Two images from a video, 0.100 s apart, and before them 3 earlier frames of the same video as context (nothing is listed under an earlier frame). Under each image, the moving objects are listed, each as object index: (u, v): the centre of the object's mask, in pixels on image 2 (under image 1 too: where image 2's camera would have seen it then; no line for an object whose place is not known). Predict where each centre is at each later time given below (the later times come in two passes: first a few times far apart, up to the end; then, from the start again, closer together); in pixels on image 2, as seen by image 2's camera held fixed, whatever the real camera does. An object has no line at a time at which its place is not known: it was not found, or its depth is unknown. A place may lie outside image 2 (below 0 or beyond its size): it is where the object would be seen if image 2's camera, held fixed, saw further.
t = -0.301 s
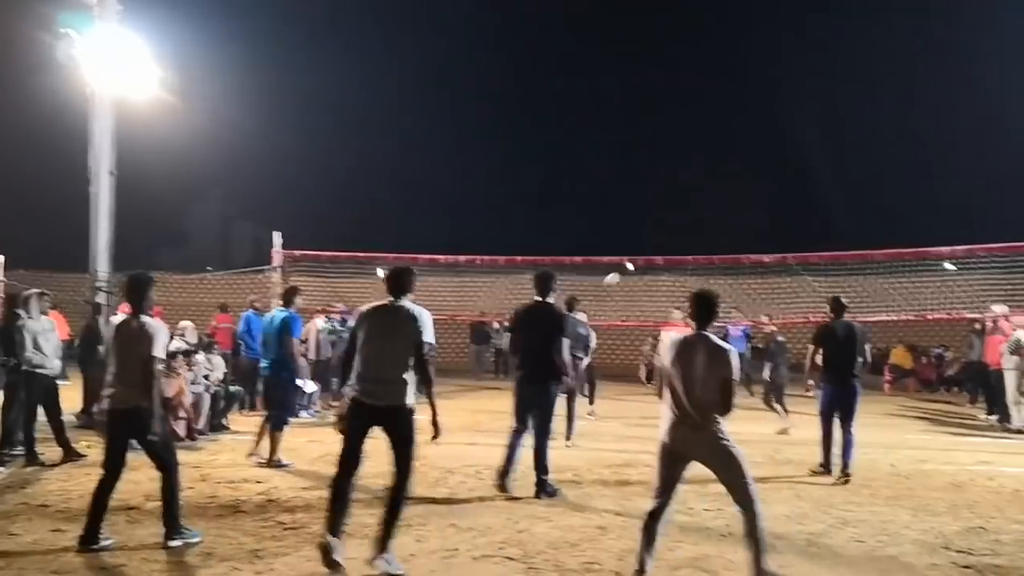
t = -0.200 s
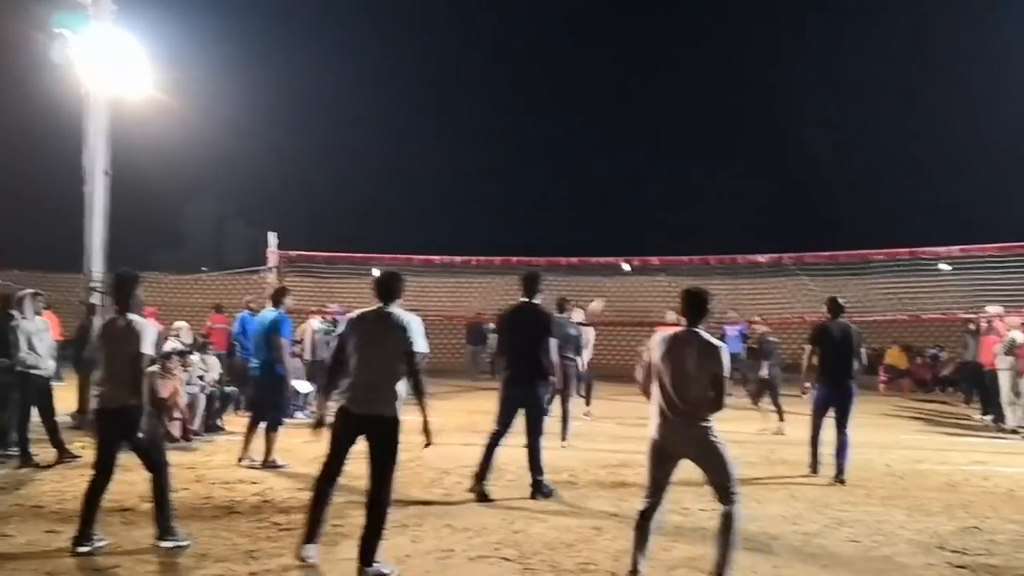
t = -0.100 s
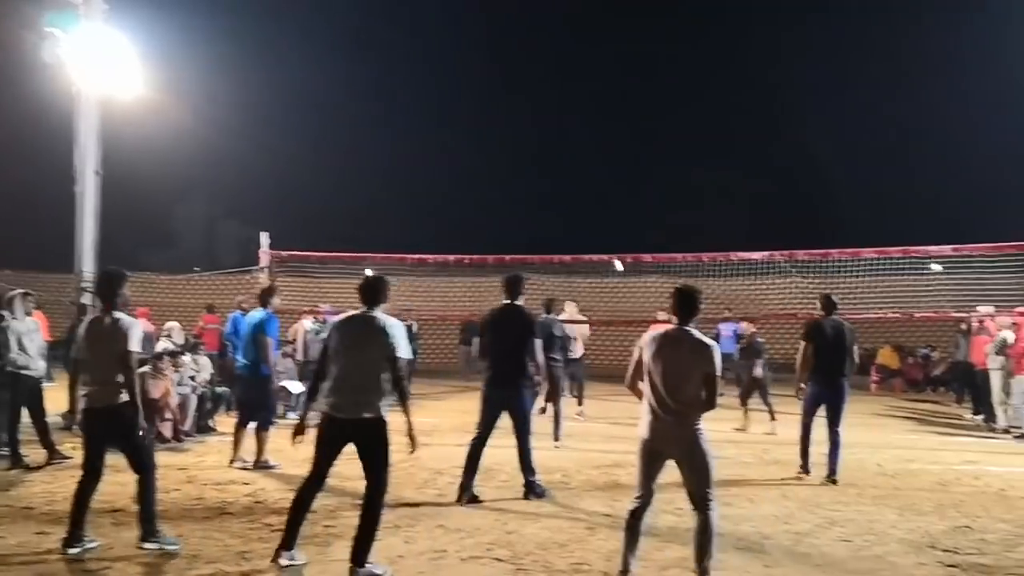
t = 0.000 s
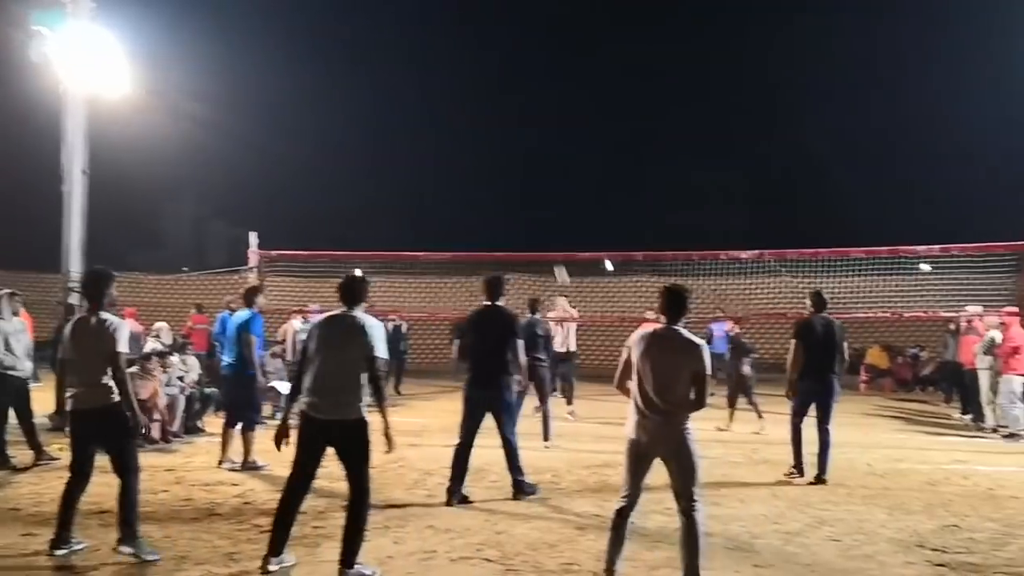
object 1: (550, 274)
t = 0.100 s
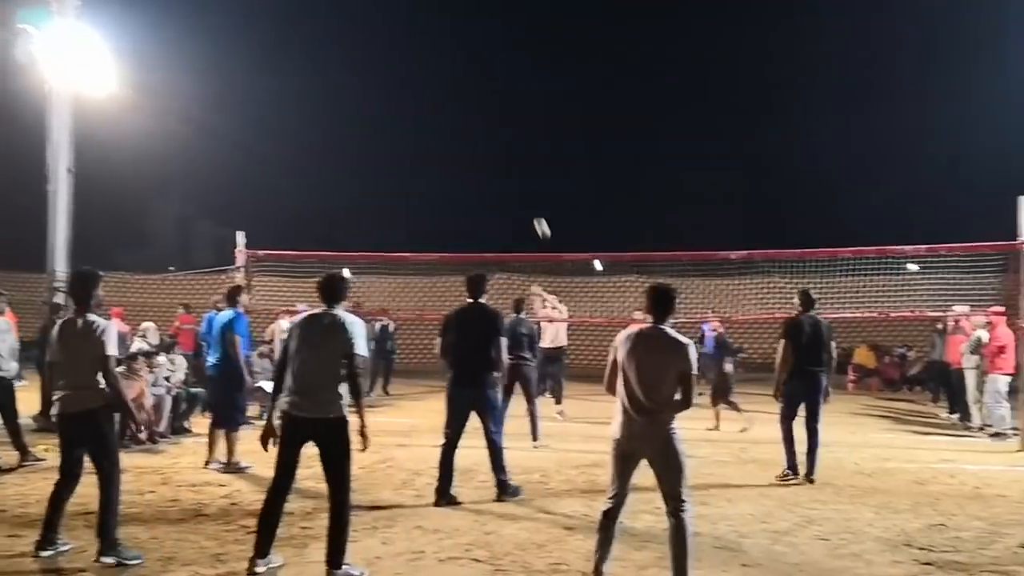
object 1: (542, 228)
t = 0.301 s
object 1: (522, 143)
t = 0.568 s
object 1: (486, 62)
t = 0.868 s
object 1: (432, 30)
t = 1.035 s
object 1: (391, 60)
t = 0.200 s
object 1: (533, 184)
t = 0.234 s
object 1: (529, 170)
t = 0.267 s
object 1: (526, 156)
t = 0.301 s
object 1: (522, 143)
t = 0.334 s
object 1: (518, 131)
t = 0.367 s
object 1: (514, 120)
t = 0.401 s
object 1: (510, 109)
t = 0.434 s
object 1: (506, 98)
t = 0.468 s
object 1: (501, 88)
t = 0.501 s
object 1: (496, 78)
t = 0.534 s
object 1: (491, 70)
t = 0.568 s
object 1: (486, 62)
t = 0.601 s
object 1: (481, 55)
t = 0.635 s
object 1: (476, 48)
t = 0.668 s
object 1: (471, 43)
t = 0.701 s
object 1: (465, 38)
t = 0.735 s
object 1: (459, 34)
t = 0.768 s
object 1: (453, 32)
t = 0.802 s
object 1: (446, 30)
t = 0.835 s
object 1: (439, 29)
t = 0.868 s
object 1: (432, 30)
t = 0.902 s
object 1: (424, 32)
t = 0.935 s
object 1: (416, 37)
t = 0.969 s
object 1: (408, 43)
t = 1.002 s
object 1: (400, 51)
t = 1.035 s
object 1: (391, 60)
